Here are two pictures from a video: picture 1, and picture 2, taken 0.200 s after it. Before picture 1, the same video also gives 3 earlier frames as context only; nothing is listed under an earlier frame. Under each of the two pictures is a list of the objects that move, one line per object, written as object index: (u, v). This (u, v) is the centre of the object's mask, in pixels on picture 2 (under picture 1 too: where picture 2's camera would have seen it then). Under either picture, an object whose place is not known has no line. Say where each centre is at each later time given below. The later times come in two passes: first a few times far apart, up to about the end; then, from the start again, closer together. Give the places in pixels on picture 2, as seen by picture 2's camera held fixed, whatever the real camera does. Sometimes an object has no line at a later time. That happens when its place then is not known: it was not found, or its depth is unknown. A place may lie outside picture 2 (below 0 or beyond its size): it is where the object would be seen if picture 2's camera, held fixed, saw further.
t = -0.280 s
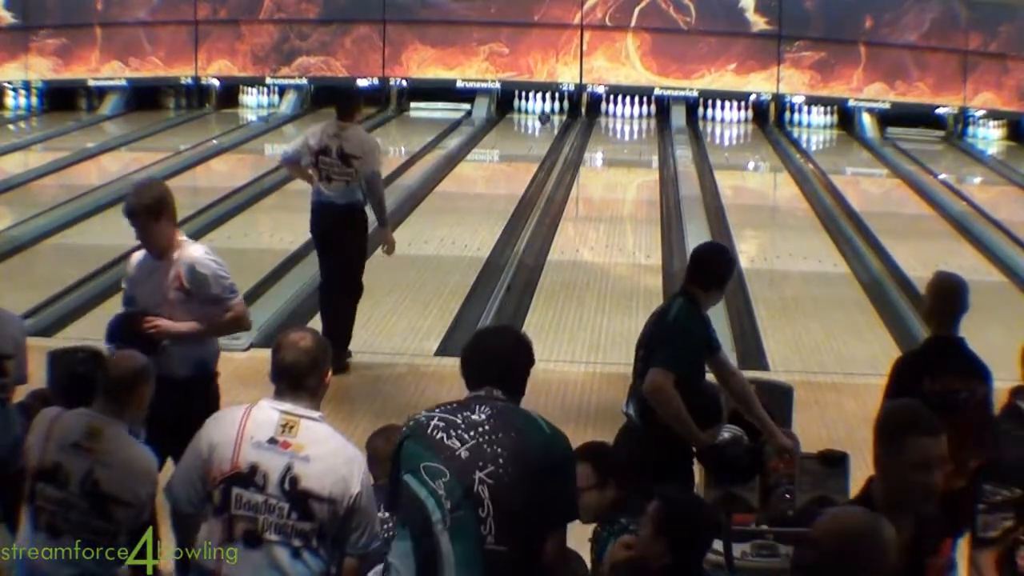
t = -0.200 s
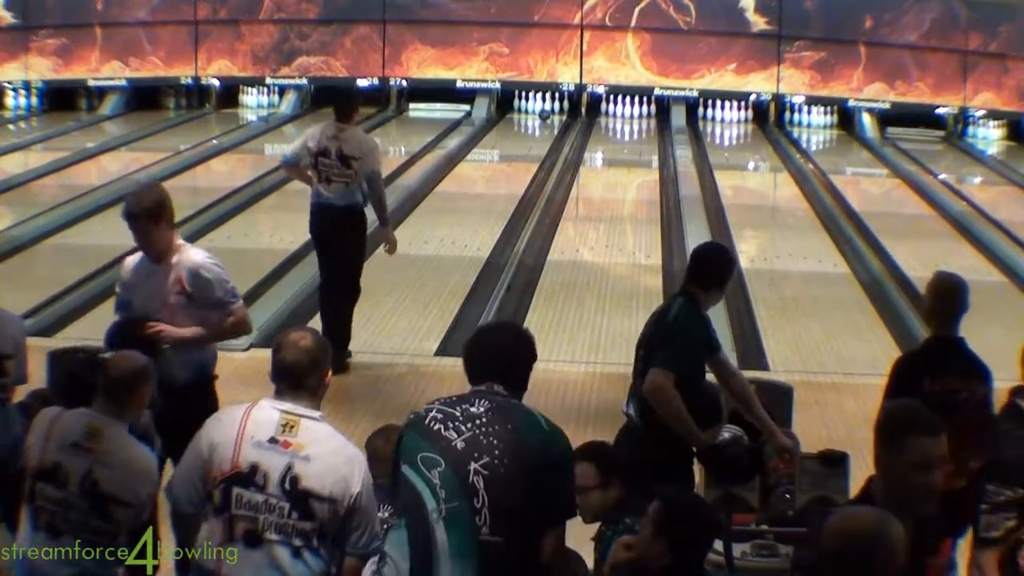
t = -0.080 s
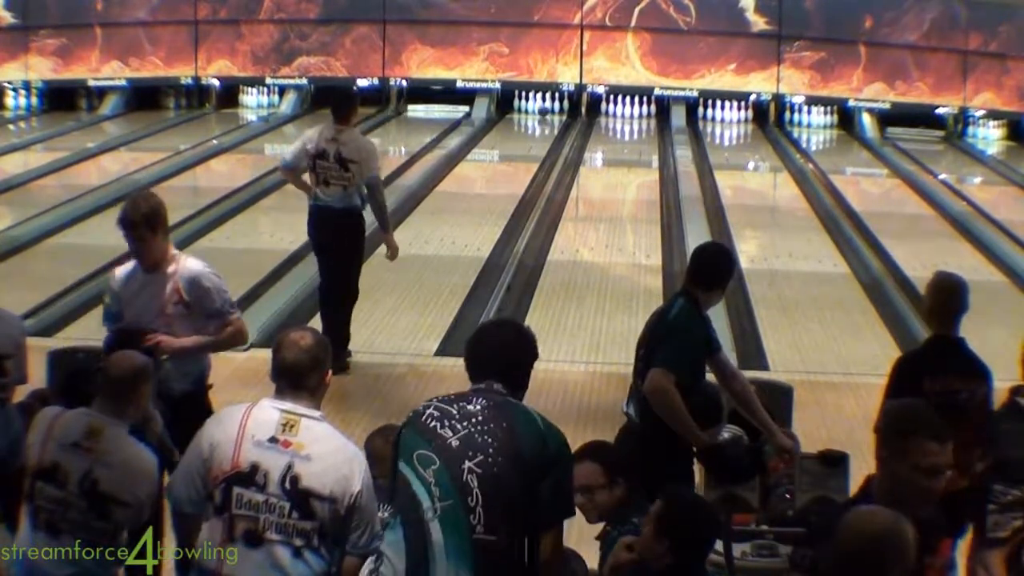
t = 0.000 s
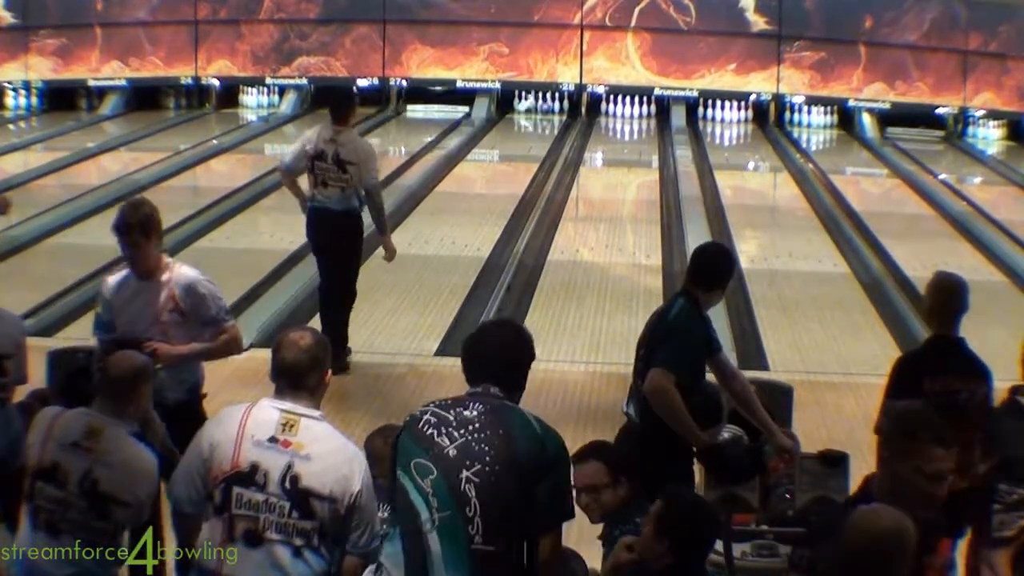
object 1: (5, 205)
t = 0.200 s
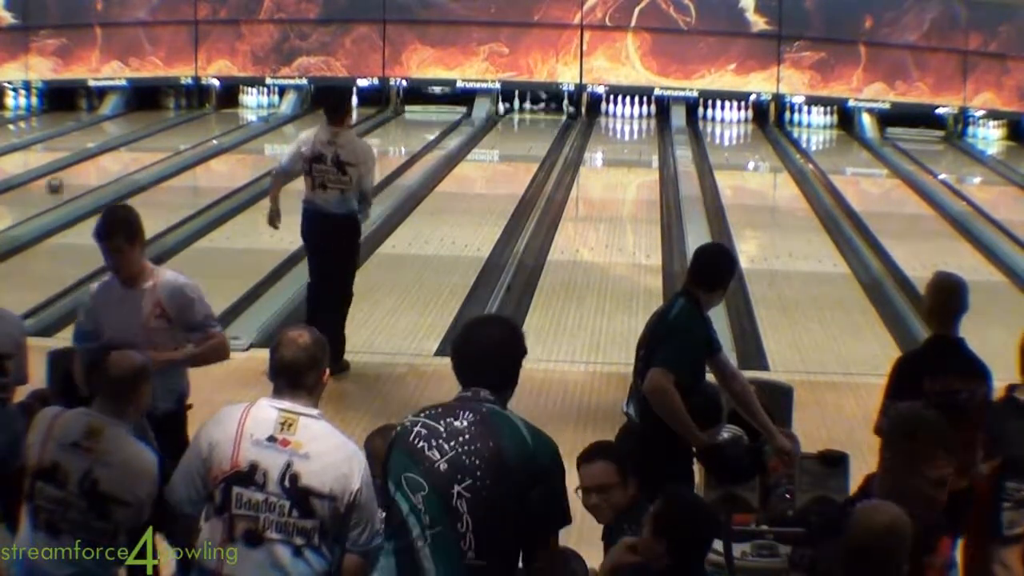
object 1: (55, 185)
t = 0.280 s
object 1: (73, 177)
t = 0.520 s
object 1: (125, 159)
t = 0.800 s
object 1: (174, 141)
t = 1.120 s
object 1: (218, 124)
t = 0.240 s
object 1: (64, 181)
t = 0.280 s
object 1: (73, 177)
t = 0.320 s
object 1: (82, 175)
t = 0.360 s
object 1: (91, 171)
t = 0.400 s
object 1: (100, 167)
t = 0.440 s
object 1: (109, 167)
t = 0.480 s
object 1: (117, 162)
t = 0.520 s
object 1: (125, 159)
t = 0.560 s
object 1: (132, 158)
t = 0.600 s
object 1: (140, 154)
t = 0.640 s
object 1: (147, 151)
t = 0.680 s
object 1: (154, 148)
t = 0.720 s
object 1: (161, 146)
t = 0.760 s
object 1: (167, 144)
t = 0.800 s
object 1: (174, 141)
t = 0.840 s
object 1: (180, 139)
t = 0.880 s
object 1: (186, 136)
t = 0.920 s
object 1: (191, 135)
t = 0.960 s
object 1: (198, 132)
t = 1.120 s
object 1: (218, 124)
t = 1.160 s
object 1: (223, 122)
